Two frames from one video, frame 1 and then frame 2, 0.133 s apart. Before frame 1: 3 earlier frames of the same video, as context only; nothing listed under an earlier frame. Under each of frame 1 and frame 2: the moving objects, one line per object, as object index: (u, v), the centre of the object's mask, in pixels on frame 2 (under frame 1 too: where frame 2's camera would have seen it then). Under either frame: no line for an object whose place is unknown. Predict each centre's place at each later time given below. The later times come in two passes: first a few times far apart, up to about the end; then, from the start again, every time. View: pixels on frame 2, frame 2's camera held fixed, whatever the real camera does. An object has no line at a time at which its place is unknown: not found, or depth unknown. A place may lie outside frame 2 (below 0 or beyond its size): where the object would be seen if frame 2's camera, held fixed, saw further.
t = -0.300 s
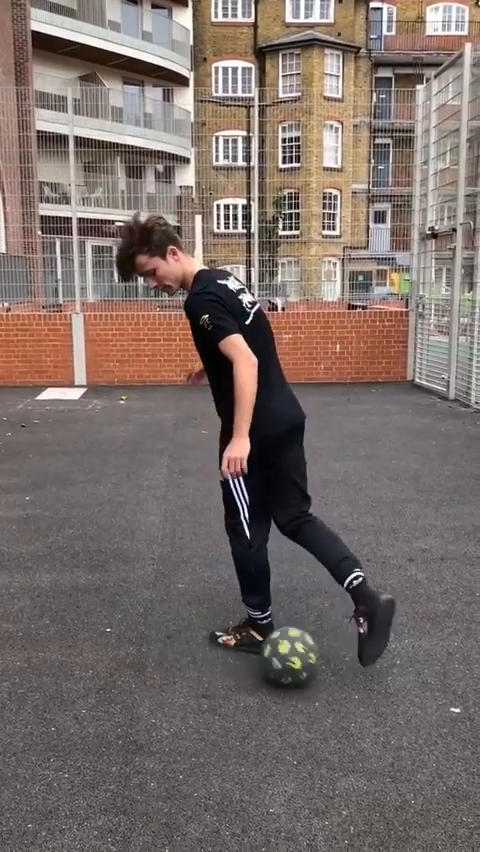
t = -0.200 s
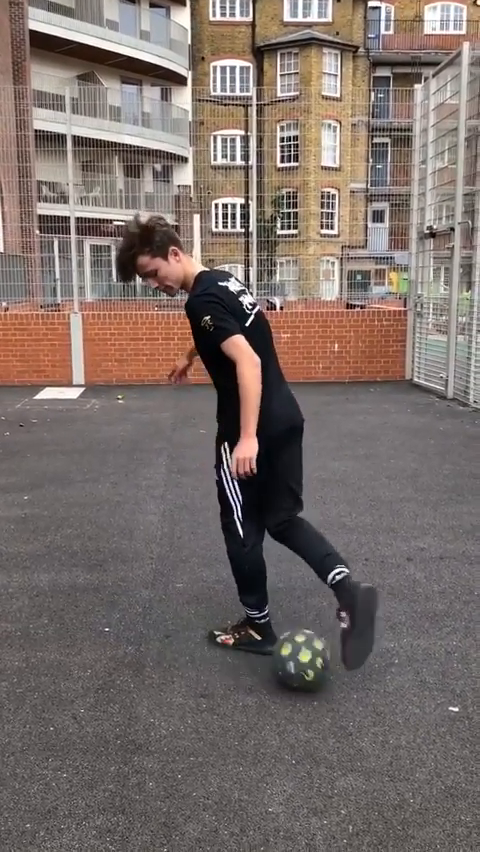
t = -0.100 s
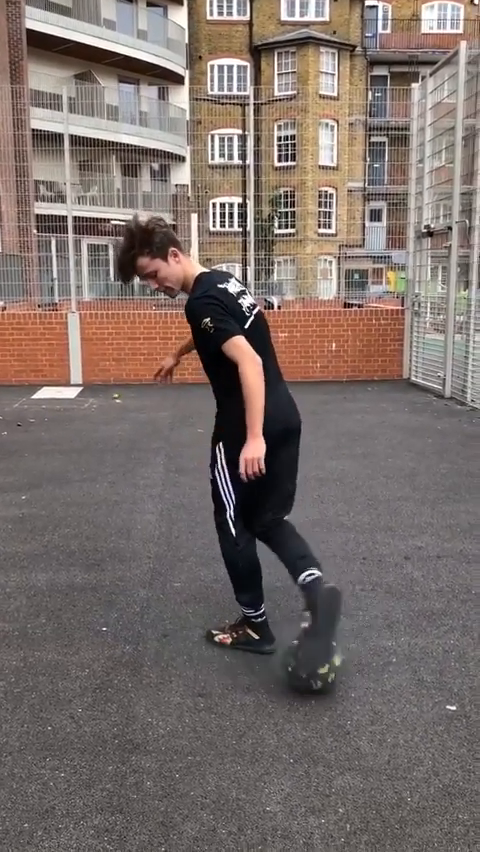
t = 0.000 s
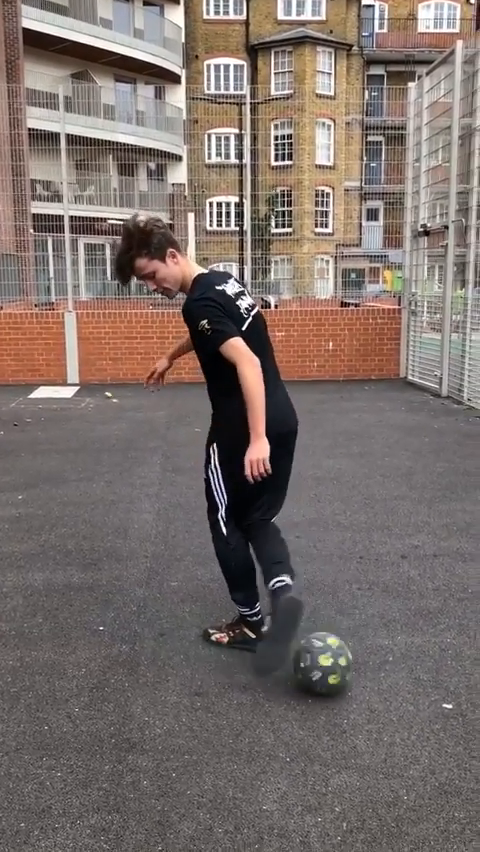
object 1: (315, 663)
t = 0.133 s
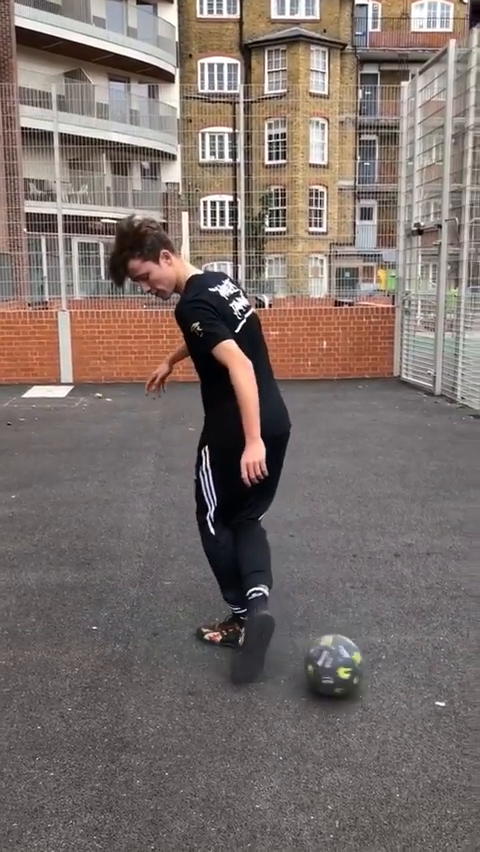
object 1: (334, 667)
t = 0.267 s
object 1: (352, 670)
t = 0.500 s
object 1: (386, 677)
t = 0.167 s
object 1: (338, 667)
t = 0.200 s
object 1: (343, 668)
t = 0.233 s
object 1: (347, 669)
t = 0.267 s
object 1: (352, 670)
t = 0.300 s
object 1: (357, 672)
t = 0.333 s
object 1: (362, 673)
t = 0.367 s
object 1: (367, 674)
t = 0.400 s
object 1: (372, 674)
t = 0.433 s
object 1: (377, 675)
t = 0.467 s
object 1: (381, 676)
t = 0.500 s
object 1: (386, 677)
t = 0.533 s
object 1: (391, 678)
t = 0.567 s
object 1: (395, 679)
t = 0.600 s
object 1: (401, 680)
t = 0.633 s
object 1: (405, 681)
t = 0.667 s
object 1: (410, 682)
